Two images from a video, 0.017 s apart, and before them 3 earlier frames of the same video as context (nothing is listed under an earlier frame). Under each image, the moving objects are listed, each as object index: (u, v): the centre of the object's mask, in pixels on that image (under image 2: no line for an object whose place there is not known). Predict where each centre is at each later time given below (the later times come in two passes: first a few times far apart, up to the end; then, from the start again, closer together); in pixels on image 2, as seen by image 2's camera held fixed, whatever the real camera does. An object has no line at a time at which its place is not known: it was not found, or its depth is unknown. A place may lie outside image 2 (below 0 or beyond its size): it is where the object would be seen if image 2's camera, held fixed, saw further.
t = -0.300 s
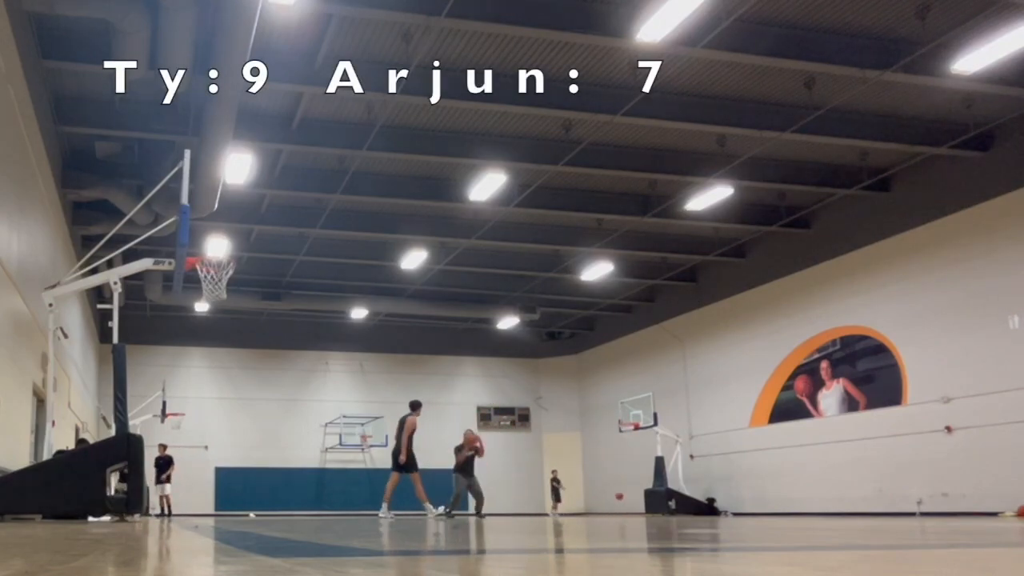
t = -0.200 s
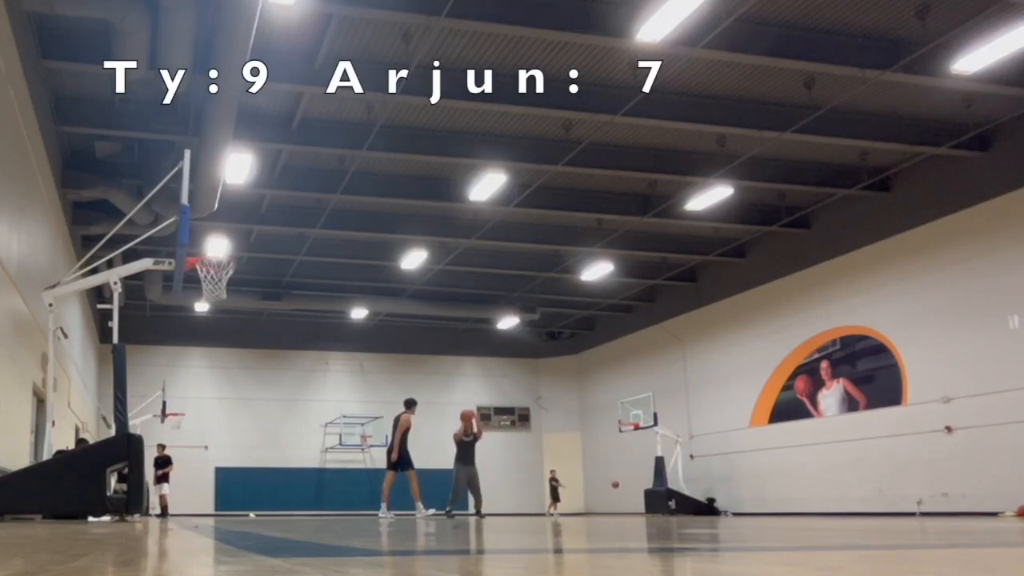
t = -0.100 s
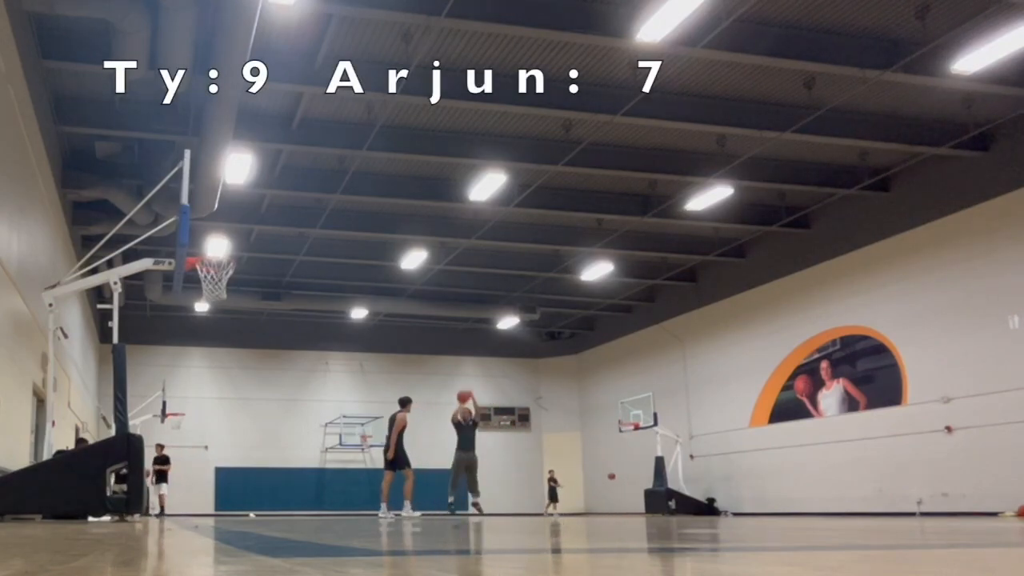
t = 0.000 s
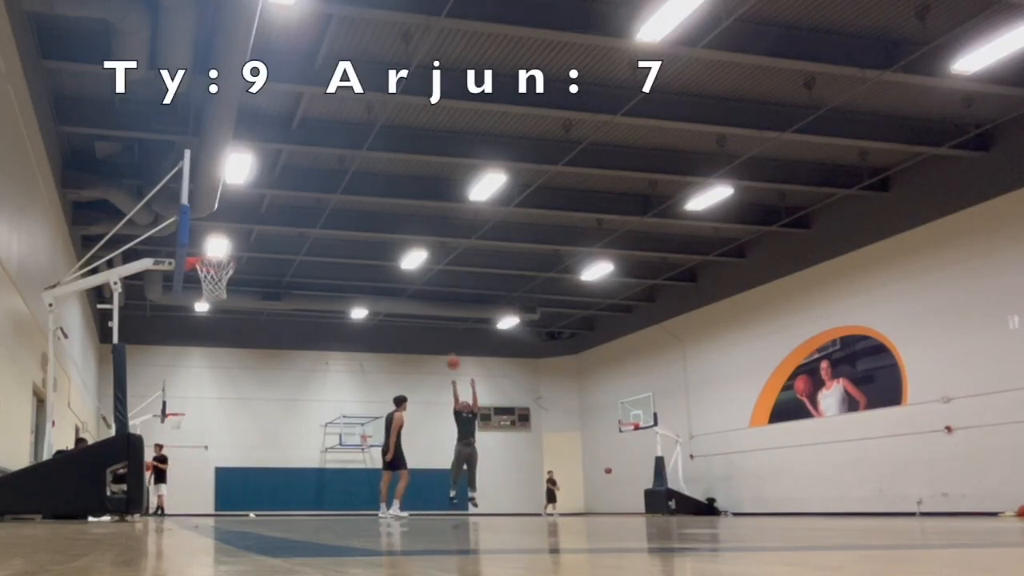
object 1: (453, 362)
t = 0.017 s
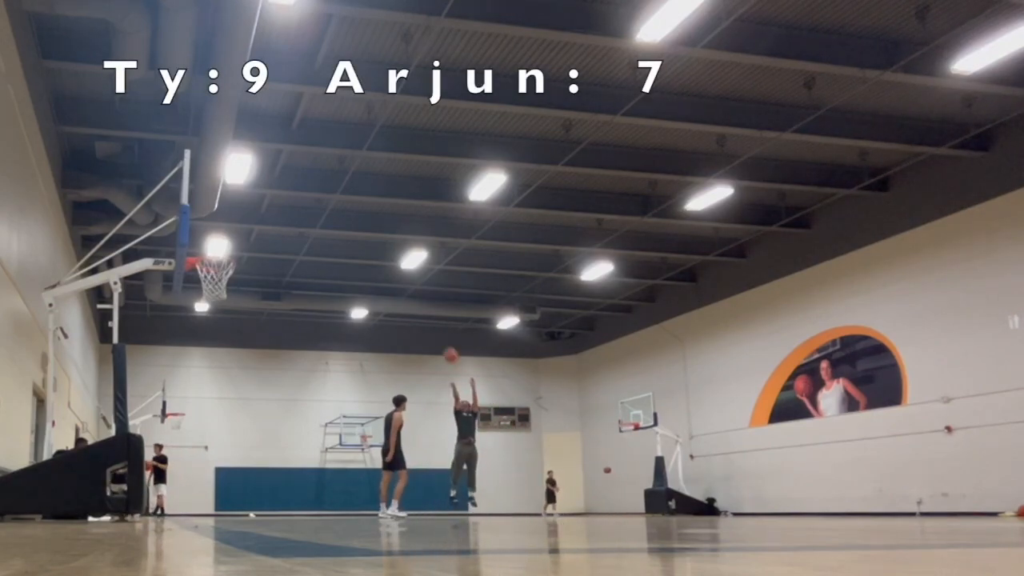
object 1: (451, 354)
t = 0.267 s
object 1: (415, 276)
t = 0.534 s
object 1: (371, 216)
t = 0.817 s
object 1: (318, 195)
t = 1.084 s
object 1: (259, 223)
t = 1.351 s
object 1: (199, 278)
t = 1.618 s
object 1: (197, 318)
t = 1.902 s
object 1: (194, 412)
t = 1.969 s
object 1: (193, 443)
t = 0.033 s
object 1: (448, 348)
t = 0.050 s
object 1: (446, 343)
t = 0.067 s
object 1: (443, 337)
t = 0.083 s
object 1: (441, 331)
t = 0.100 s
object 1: (439, 325)
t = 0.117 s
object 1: (436, 320)
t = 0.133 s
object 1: (435, 315)
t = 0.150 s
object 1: (432, 308)
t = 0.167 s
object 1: (429, 303)
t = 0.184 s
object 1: (427, 298)
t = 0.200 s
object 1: (424, 293)
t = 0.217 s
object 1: (422, 288)
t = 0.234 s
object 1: (419, 283)
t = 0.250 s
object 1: (416, 278)
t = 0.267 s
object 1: (415, 276)
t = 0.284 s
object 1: (412, 270)
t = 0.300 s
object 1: (410, 269)
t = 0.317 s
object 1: (404, 260)
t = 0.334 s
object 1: (402, 254)
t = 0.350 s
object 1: (400, 250)
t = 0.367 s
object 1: (398, 248)
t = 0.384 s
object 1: (396, 245)
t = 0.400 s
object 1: (394, 241)
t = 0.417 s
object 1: (391, 237)
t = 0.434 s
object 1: (388, 234)
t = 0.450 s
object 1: (385, 230)
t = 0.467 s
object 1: (382, 227)
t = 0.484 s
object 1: (379, 224)
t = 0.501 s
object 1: (376, 221)
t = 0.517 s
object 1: (374, 219)
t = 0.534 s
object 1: (371, 216)
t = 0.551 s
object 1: (368, 214)
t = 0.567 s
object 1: (365, 212)
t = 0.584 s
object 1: (362, 210)
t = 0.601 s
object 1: (359, 207)
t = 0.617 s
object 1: (356, 205)
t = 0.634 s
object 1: (353, 204)
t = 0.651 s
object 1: (350, 202)
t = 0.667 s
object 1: (347, 201)
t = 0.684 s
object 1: (344, 200)
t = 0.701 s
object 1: (341, 199)
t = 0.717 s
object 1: (337, 198)
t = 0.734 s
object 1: (335, 197)
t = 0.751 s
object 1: (331, 196)
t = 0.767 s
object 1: (328, 196)
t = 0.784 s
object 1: (325, 195)
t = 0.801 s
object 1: (322, 195)
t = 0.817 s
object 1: (318, 195)
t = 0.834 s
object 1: (315, 195)
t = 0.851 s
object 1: (311, 196)
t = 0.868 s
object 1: (308, 196)
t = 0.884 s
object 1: (304, 198)
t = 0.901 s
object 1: (301, 199)
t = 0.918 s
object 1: (297, 200)
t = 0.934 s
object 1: (293, 201)
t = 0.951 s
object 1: (290, 203)
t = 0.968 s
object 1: (286, 205)
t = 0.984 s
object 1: (282, 207)
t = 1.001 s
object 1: (278, 209)
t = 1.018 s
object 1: (273, 212)
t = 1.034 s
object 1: (271, 214)
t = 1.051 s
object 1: (267, 217)
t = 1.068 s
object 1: (262, 220)
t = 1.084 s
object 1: (259, 223)
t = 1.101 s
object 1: (254, 228)
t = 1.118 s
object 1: (250, 232)
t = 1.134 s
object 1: (247, 236)
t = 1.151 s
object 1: (242, 240)
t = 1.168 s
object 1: (239, 245)
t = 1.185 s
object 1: (235, 250)
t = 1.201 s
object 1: (231, 255)
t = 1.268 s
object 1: (209, 268)
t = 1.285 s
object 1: (204, 272)
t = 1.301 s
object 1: (202, 274)
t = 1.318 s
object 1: (200, 276)
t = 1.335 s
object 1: (199, 277)
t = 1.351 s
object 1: (199, 278)
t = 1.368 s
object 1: (197, 283)
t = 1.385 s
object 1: (197, 284)
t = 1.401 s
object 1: (197, 284)
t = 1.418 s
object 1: (197, 285)
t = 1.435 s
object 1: (197, 285)
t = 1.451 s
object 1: (197, 287)
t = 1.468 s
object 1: (197, 289)
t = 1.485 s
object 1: (198, 292)
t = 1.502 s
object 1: (198, 293)
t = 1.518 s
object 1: (198, 295)
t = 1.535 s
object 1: (197, 298)
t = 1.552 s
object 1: (196, 302)
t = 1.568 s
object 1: (197, 305)
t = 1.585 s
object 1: (196, 309)
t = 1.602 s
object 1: (196, 313)
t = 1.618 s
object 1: (197, 318)
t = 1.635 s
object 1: (197, 321)
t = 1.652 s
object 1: (196, 324)
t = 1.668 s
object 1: (196, 329)
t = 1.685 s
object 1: (196, 333)
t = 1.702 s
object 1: (196, 337)
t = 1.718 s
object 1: (196, 342)
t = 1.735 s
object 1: (195, 348)
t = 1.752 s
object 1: (195, 353)
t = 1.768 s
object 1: (195, 359)
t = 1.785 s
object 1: (195, 365)
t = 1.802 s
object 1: (195, 371)
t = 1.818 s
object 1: (194, 378)
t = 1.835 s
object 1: (194, 384)
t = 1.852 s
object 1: (194, 391)
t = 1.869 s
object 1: (194, 397)
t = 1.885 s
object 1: (194, 405)
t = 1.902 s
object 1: (194, 412)
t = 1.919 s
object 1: (194, 419)
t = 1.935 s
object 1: (193, 427)
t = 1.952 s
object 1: (193, 435)
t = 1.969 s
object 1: (193, 443)
